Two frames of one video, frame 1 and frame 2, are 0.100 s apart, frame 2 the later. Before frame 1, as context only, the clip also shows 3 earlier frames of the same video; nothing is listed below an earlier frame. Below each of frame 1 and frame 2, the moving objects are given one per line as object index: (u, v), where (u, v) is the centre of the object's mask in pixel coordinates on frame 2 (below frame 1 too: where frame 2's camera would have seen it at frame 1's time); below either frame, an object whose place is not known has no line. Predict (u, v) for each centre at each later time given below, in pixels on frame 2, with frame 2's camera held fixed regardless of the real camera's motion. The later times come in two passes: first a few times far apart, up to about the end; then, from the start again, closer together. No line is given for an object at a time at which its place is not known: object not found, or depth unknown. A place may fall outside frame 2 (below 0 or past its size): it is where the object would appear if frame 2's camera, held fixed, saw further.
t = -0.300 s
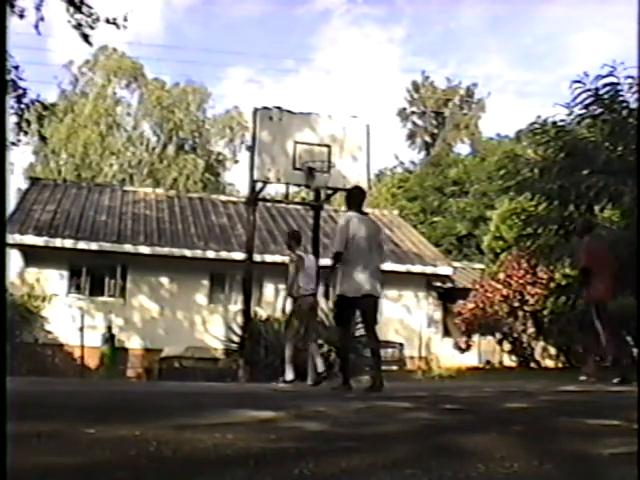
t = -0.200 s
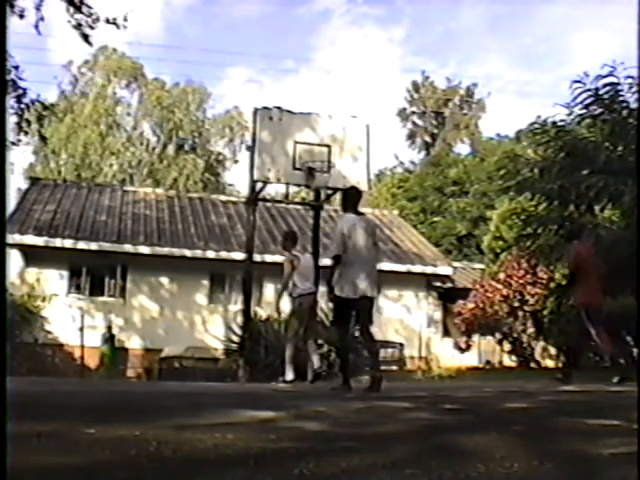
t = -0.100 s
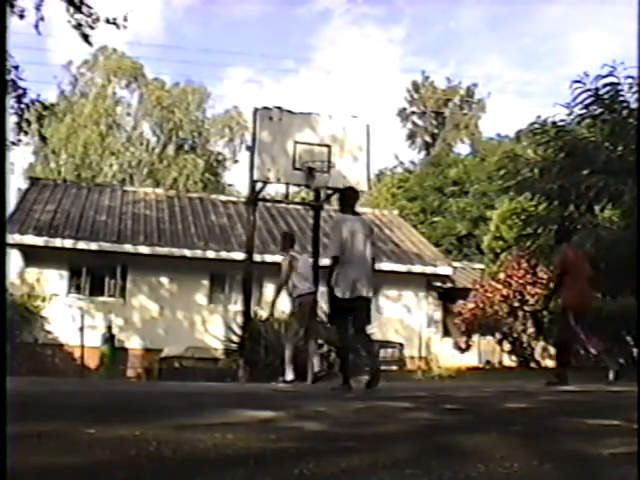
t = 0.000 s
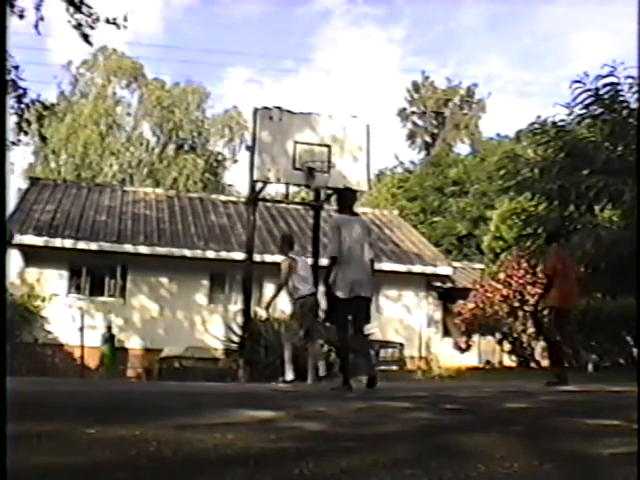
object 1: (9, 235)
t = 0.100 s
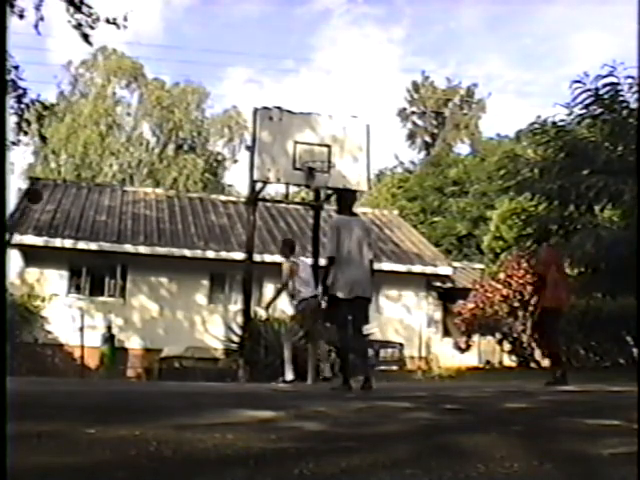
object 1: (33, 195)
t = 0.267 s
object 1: (96, 149)
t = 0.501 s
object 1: (176, 120)
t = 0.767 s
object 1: (260, 133)
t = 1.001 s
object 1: (305, 149)
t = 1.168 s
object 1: (312, 140)
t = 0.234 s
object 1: (85, 157)
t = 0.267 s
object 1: (96, 149)
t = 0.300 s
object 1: (108, 143)
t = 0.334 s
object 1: (120, 137)
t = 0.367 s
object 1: (132, 132)
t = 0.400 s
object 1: (143, 128)
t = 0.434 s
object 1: (154, 125)
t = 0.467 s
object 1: (165, 122)
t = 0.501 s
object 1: (176, 120)
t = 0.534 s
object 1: (187, 119)
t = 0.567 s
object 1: (198, 120)
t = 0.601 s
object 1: (208, 120)
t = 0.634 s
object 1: (218, 121)
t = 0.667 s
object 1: (228, 122)
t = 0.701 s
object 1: (239, 126)
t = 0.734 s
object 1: (249, 129)
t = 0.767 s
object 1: (260, 133)
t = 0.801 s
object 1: (269, 138)
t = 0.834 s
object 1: (279, 143)
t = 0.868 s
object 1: (288, 150)
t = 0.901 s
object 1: (298, 157)
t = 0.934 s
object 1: (301, 158)
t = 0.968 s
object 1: (304, 151)
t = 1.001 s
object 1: (305, 149)
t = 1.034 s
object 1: (306, 146)
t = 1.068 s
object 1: (308, 143)
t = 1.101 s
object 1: (310, 141)
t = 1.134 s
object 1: (311, 140)
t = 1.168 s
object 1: (312, 140)
